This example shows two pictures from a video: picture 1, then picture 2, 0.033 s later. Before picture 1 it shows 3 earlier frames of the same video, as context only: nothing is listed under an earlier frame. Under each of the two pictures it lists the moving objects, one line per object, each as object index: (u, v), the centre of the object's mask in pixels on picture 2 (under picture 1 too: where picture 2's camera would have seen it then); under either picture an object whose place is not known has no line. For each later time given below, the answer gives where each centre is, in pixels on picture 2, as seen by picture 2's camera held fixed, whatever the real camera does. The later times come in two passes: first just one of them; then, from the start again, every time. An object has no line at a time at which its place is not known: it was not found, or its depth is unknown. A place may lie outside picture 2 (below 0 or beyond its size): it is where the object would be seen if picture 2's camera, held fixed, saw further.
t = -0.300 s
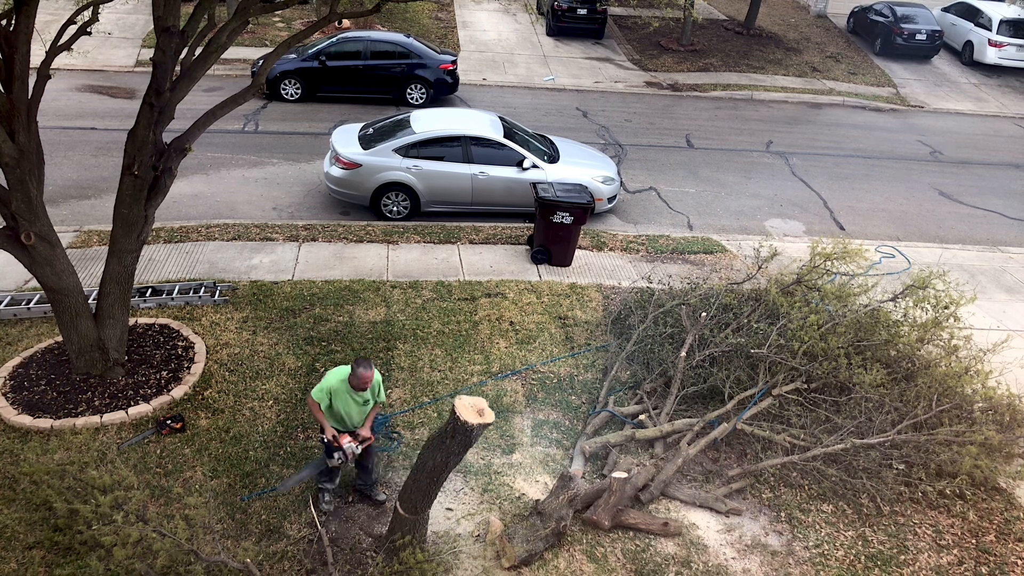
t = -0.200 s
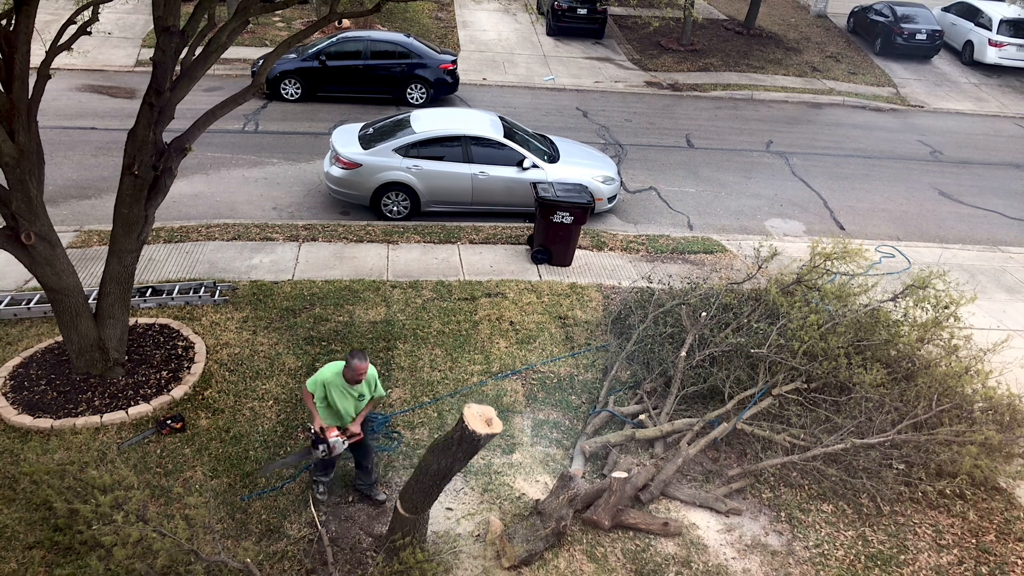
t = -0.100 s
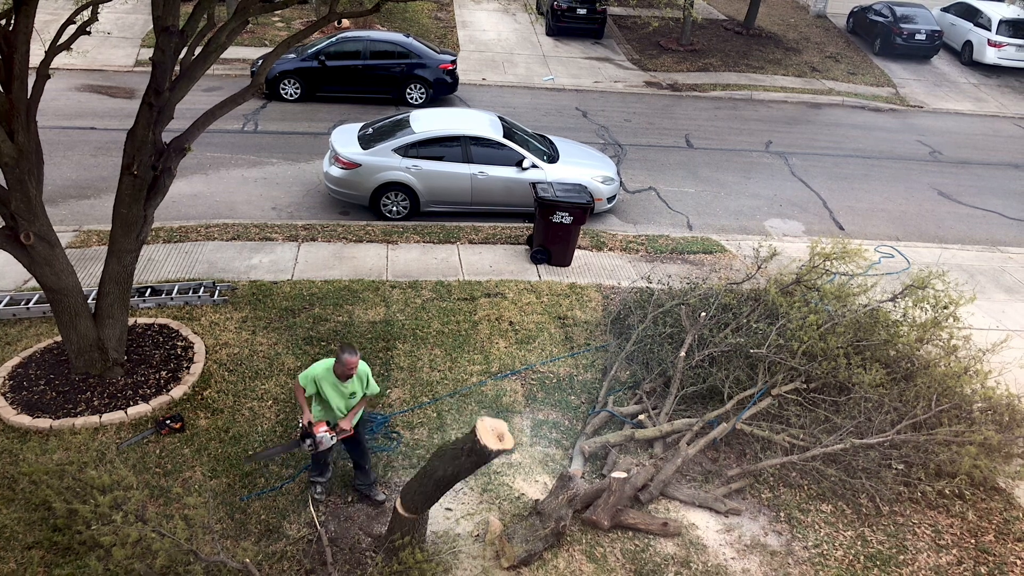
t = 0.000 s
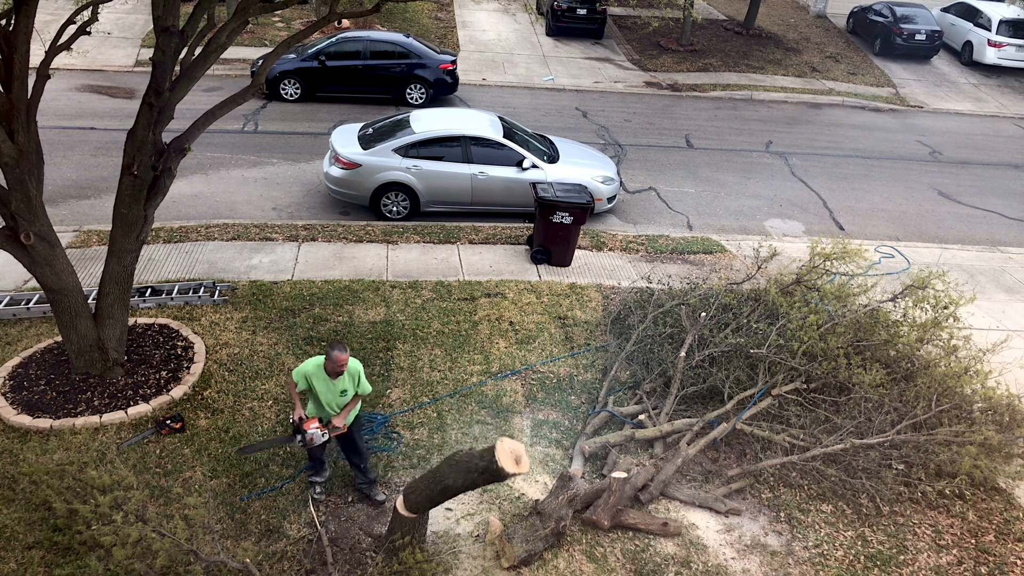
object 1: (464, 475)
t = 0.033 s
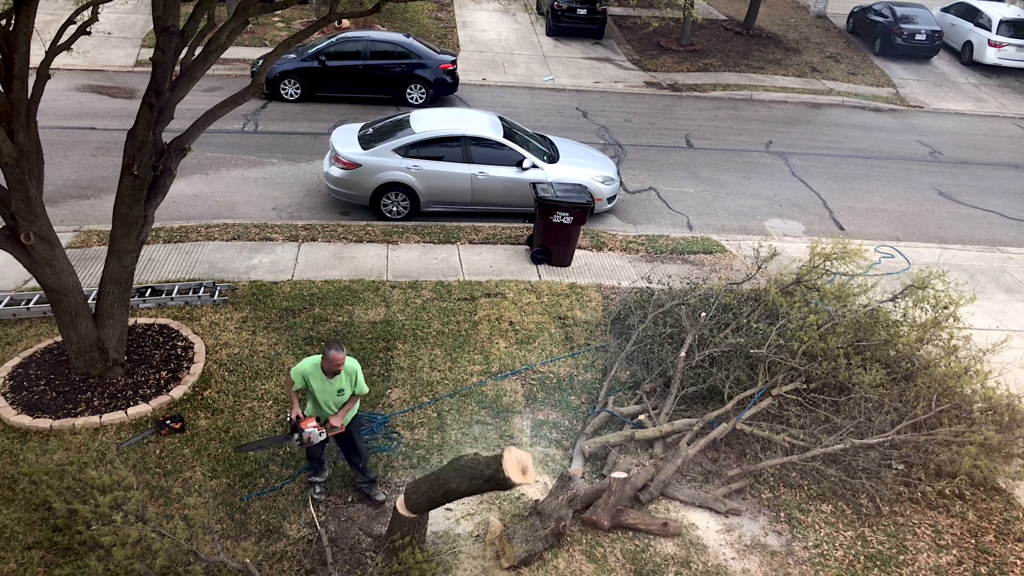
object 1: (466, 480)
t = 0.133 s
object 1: (476, 499)
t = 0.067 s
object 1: (471, 485)
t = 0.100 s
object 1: (478, 491)
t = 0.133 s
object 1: (476, 499)
